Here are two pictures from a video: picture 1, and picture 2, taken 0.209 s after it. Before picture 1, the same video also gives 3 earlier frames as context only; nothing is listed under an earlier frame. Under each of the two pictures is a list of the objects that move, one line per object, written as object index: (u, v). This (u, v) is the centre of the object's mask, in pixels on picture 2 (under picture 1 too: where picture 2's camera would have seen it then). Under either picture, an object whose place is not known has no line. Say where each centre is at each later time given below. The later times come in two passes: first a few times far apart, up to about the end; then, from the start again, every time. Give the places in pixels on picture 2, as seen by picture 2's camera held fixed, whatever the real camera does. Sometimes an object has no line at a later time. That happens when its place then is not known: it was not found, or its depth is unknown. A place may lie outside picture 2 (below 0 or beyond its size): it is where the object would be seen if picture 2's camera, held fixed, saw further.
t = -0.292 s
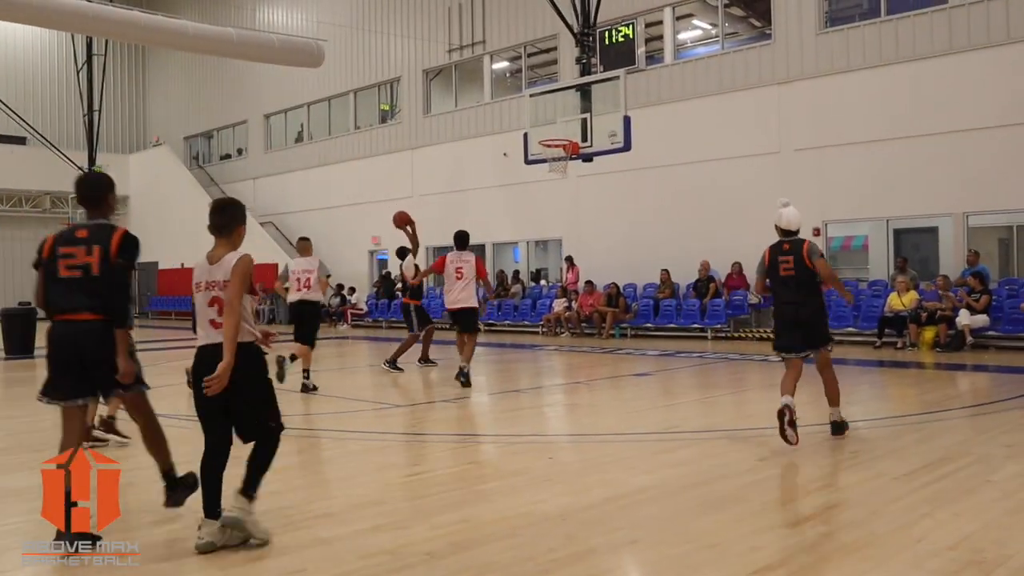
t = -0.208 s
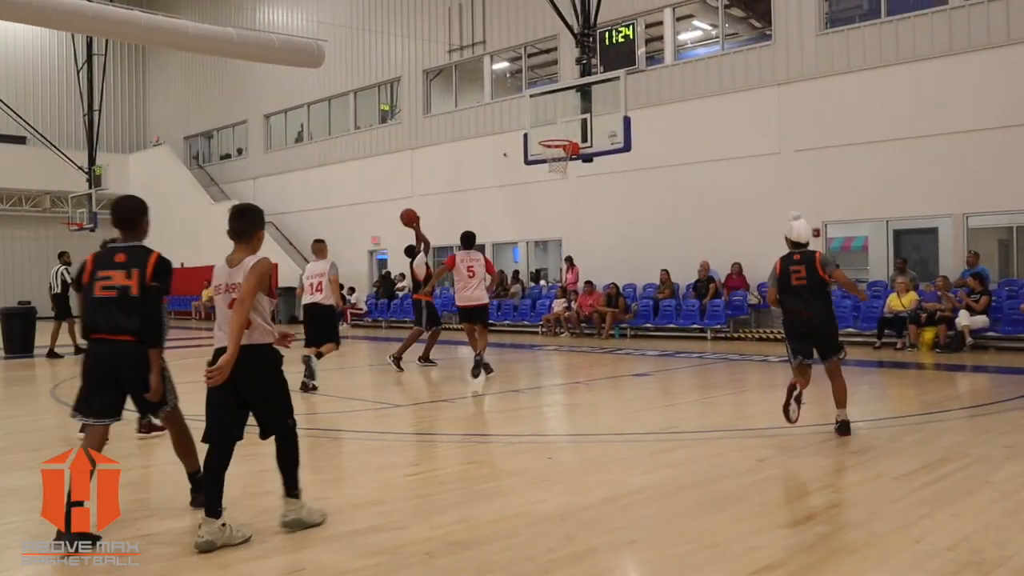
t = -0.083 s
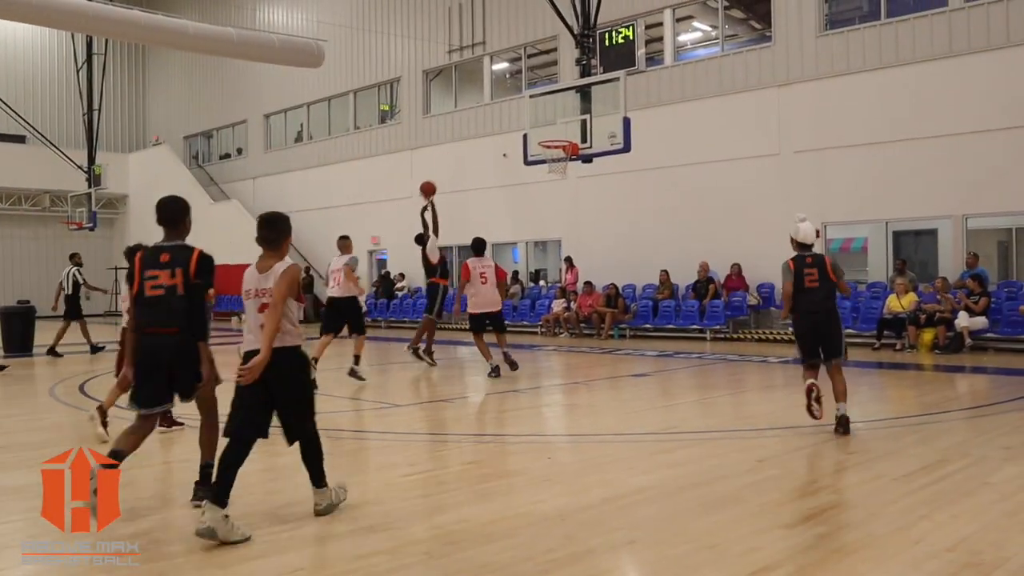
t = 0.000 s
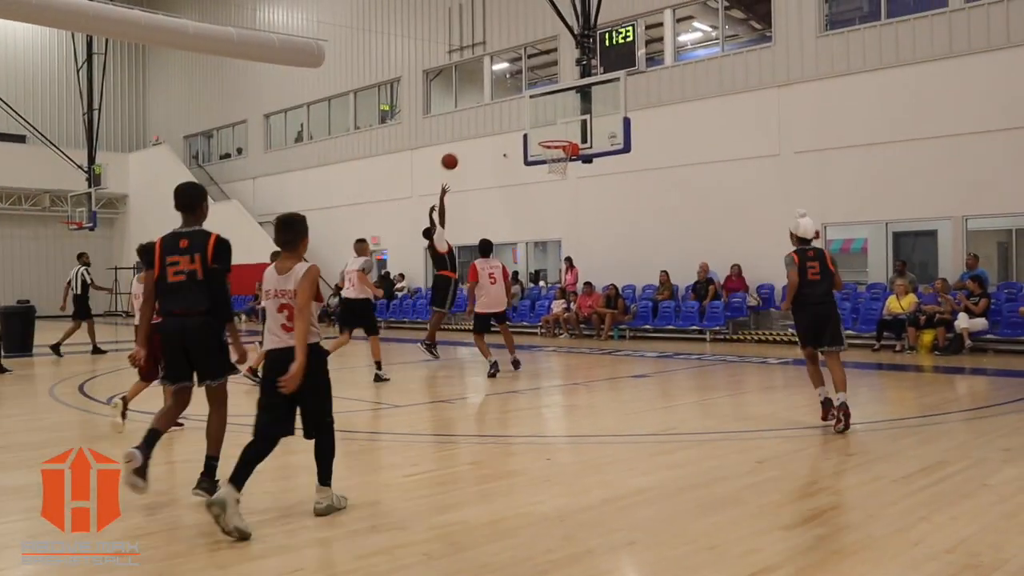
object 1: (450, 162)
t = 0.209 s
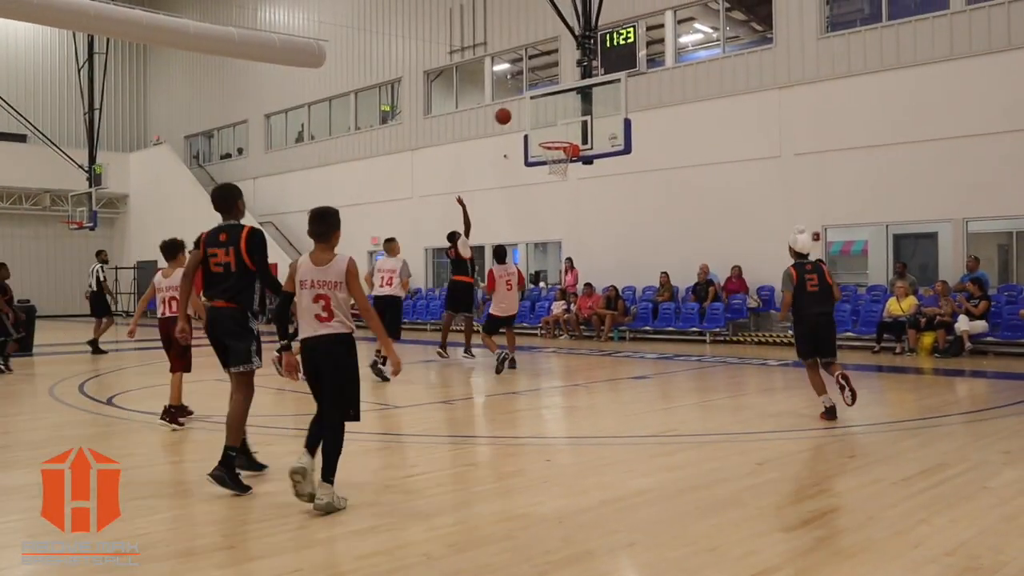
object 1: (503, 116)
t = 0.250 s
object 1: (513, 110)
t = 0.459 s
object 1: (563, 103)
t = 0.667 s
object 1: (562, 118)
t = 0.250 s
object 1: (513, 110)
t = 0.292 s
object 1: (523, 107)
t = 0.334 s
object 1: (533, 104)
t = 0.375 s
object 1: (543, 102)
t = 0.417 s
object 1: (553, 102)
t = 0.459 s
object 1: (563, 103)
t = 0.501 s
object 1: (571, 105)
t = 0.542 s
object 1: (568, 106)
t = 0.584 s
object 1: (566, 109)
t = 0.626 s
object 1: (564, 113)
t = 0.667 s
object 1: (562, 118)
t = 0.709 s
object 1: (559, 124)
